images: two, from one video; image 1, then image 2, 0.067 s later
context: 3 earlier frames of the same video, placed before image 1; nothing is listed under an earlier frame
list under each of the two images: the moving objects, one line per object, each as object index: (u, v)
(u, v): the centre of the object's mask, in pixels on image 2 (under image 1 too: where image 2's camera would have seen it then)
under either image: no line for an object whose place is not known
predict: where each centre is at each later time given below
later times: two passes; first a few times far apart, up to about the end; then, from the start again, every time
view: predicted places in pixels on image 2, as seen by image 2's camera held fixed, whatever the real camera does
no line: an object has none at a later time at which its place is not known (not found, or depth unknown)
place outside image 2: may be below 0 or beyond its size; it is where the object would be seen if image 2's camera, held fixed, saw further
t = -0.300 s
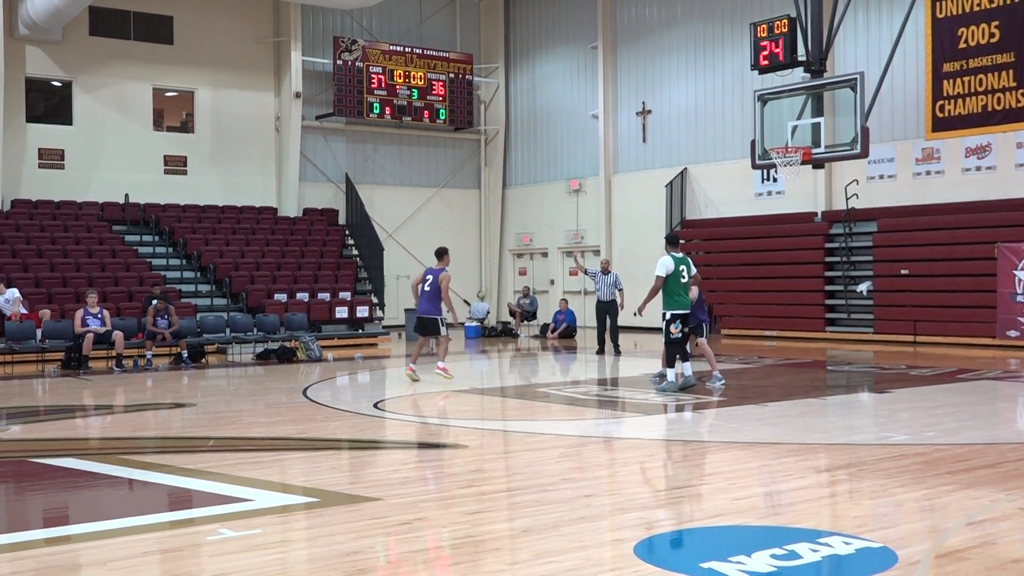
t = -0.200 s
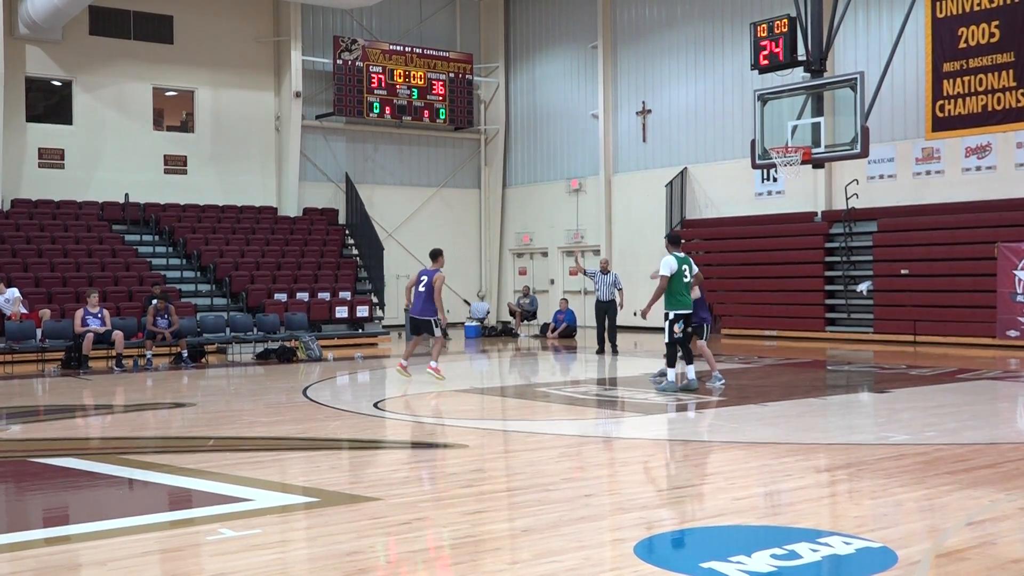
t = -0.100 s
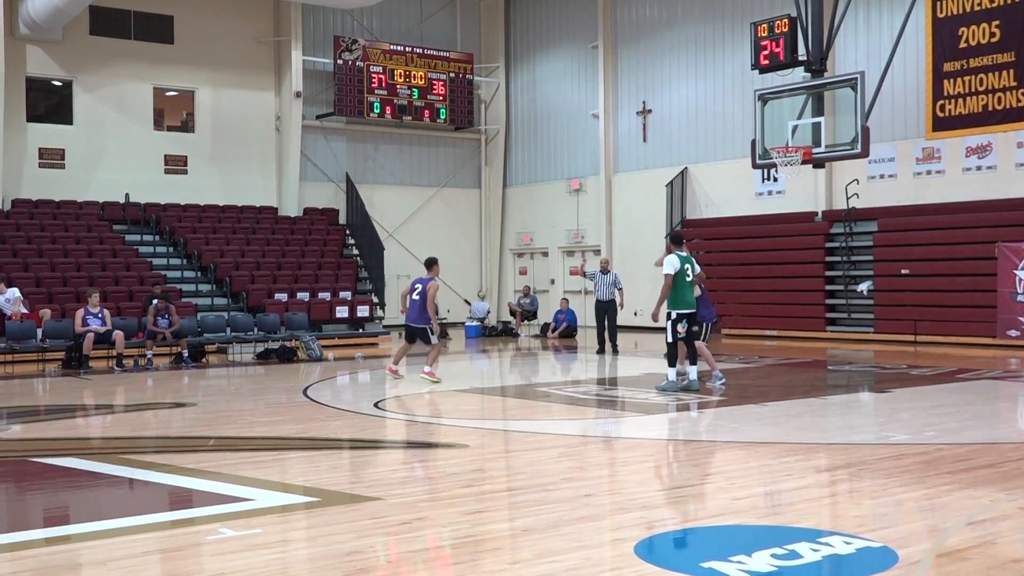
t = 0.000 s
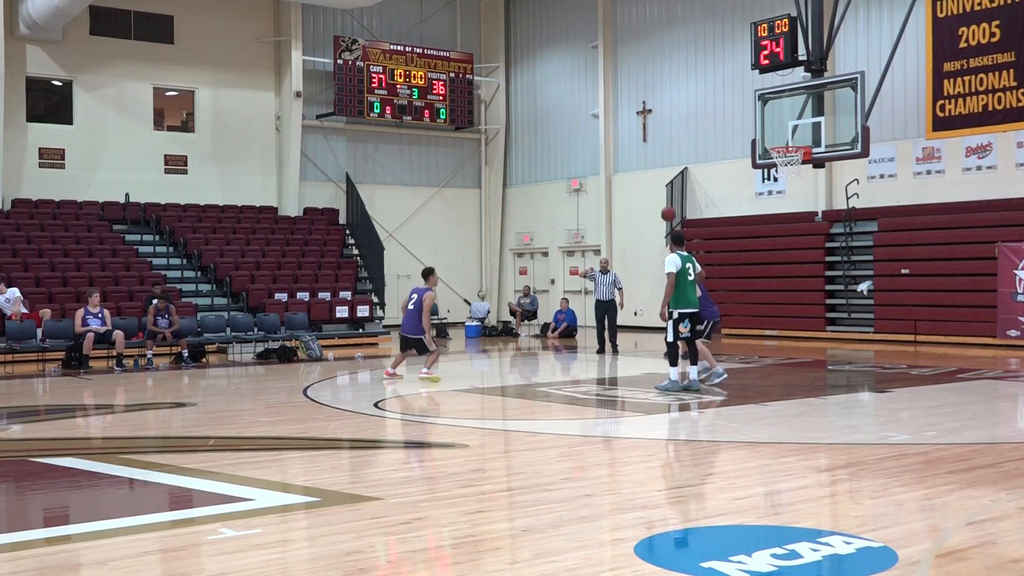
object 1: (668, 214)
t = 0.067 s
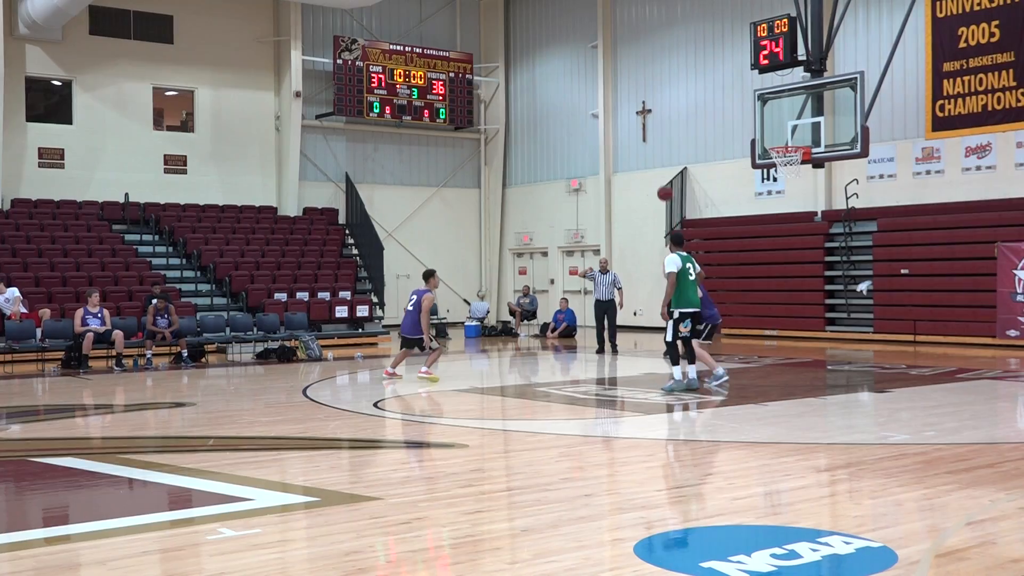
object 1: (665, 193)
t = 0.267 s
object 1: (655, 141)
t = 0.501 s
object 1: (643, 104)
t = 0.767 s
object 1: (625, 106)
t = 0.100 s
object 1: (663, 183)
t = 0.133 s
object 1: (661, 174)
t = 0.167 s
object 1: (660, 165)
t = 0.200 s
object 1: (658, 156)
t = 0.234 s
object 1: (656, 148)
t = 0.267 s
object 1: (655, 141)
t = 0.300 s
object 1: (653, 134)
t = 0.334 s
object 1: (652, 127)
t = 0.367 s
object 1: (650, 121)
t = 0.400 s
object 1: (648, 116)
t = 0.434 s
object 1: (646, 111)
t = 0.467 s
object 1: (644, 108)
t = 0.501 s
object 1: (643, 104)
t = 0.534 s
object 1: (640, 101)
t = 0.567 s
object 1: (638, 100)
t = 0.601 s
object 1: (636, 99)
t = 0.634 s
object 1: (634, 98)
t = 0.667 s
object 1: (632, 99)
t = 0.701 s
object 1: (630, 100)
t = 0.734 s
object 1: (628, 103)
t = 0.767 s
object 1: (625, 106)
